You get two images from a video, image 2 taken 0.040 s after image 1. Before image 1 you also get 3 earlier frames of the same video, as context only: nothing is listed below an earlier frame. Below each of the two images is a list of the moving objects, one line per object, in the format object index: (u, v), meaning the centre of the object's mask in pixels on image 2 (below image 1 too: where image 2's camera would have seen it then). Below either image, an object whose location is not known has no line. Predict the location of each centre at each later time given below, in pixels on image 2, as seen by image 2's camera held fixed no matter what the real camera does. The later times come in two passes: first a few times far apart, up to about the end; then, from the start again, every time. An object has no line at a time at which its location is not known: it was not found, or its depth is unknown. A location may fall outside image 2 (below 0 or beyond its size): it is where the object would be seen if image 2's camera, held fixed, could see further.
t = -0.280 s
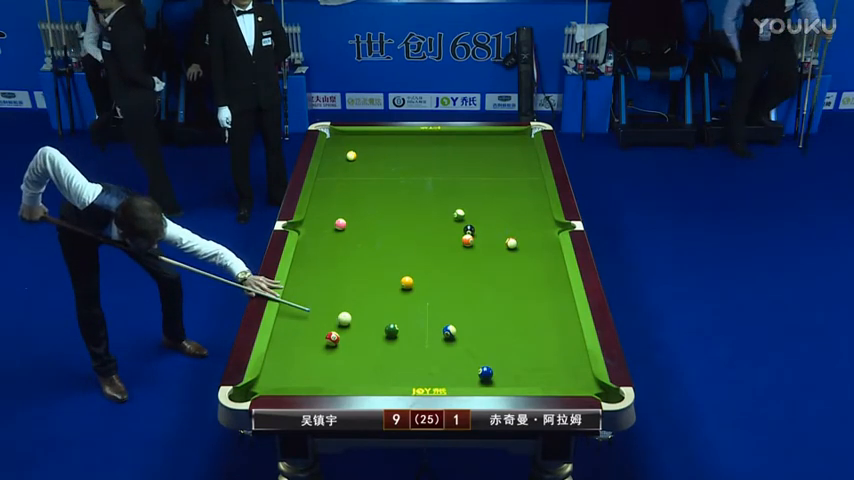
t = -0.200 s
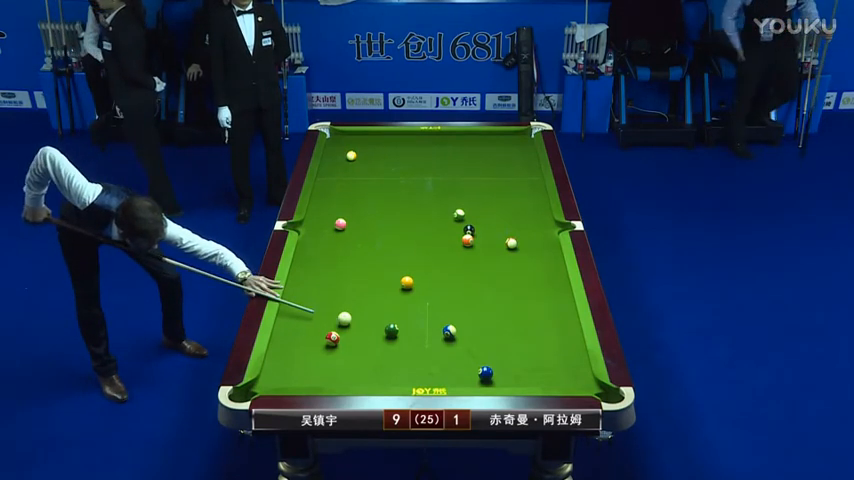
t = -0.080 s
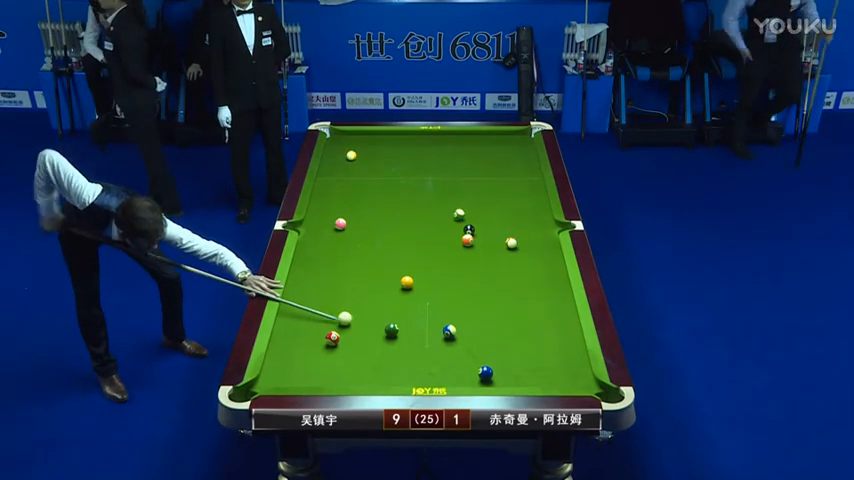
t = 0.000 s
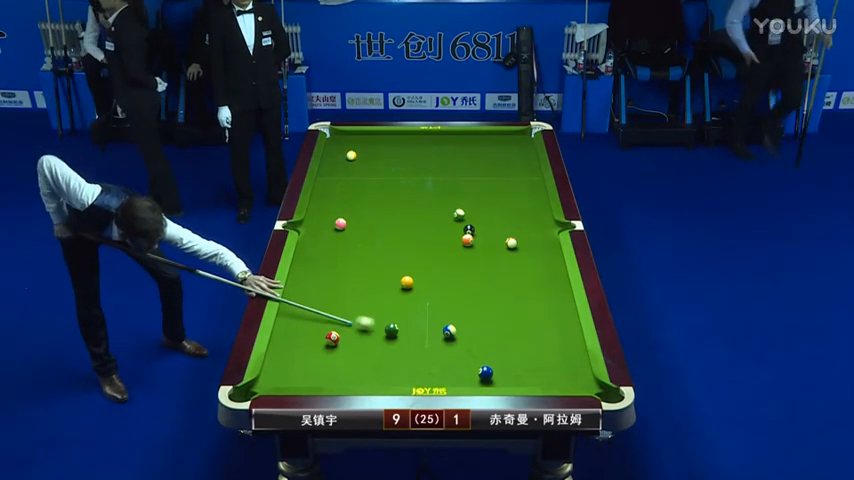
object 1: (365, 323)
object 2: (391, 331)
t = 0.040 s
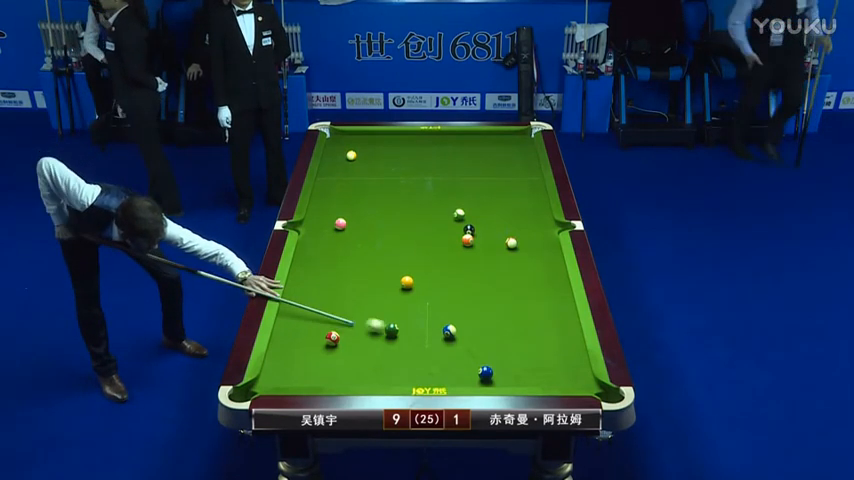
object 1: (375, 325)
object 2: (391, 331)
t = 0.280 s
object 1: (375, 323)
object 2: (439, 344)
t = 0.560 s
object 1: (369, 320)
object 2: (495, 360)
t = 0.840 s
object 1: (364, 318)
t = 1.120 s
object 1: (361, 316)
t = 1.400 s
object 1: (358, 314)
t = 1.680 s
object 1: (356, 314)
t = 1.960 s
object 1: (355, 313)
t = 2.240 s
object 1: (355, 313)
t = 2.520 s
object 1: (355, 313)
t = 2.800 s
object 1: (355, 313)
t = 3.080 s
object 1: (355, 313)
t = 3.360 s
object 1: (355, 313)
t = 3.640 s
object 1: (355, 313)
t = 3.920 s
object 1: (355, 313)
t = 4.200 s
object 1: (355, 313)
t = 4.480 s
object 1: (355, 313)
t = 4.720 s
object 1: (355, 313)
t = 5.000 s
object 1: (355, 313)
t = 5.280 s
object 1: (355, 313)
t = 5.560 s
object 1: (355, 313)
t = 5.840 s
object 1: (355, 313)
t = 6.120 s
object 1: (355, 313)
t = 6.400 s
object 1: (355, 313)
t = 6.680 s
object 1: (355, 313)
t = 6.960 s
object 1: (355, 313)
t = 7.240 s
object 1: (355, 313)
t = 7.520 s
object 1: (355, 313)
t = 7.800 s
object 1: (355, 313)
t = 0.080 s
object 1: (379, 326)
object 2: (398, 333)
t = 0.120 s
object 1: (379, 325)
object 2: (407, 335)
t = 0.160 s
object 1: (378, 325)
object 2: (415, 338)
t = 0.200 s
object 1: (377, 324)
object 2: (423, 340)
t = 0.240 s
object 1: (376, 324)
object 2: (431, 342)
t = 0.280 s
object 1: (375, 323)
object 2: (439, 344)
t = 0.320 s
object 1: (374, 323)
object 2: (447, 347)
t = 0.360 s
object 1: (373, 322)
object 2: (455, 349)
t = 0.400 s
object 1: (372, 322)
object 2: (463, 351)
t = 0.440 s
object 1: (371, 322)
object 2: (471, 354)
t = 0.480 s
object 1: (370, 321)
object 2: (479, 355)
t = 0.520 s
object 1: (370, 321)
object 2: (487, 357)
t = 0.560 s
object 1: (369, 320)
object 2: (495, 360)
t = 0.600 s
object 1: (368, 320)
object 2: (503, 362)
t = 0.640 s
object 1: (367, 319)
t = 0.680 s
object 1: (367, 319)
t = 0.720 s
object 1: (366, 319)
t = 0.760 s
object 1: (366, 318)
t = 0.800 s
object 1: (365, 318)
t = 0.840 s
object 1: (364, 318)
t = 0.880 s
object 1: (364, 317)
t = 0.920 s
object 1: (363, 317)
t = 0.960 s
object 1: (363, 317)
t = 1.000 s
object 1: (362, 317)
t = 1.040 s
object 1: (362, 316)
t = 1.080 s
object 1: (361, 316)
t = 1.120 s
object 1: (361, 316)
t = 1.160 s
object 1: (360, 316)
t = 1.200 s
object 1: (360, 315)
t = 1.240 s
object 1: (359, 315)
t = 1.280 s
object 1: (359, 315)
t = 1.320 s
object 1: (359, 315)
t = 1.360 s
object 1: (358, 315)
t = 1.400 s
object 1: (358, 314)
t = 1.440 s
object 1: (358, 314)
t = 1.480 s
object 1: (358, 314)
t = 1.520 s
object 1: (357, 314)
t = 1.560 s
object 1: (357, 314)
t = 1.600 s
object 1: (357, 314)
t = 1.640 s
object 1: (357, 314)
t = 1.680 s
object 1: (356, 314)
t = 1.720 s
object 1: (356, 314)
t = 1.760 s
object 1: (356, 313)
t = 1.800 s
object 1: (356, 313)
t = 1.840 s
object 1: (356, 313)
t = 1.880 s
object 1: (356, 313)
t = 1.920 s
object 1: (355, 313)
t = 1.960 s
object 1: (355, 313)
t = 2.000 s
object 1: (355, 313)
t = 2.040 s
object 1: (355, 313)
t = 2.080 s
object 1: (355, 313)
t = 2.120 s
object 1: (355, 313)
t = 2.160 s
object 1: (355, 313)
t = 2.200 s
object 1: (355, 313)
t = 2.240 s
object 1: (355, 313)
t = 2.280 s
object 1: (355, 313)
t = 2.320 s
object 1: (355, 313)
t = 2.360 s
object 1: (355, 313)
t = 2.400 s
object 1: (355, 313)
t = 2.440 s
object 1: (355, 313)
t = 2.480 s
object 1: (355, 313)
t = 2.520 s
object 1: (355, 313)
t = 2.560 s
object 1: (355, 313)
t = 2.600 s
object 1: (355, 313)
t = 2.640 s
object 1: (355, 313)
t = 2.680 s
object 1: (355, 313)
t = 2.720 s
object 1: (355, 313)
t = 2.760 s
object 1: (355, 313)
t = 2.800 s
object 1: (355, 313)
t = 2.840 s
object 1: (355, 313)
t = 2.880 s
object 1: (355, 313)
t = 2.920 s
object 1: (355, 313)
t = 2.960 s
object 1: (355, 313)
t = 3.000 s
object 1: (355, 313)
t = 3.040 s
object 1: (355, 313)
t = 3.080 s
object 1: (355, 313)
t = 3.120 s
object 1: (355, 313)
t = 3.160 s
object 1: (355, 313)
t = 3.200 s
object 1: (355, 313)
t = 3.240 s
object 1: (355, 313)
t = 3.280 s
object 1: (355, 313)
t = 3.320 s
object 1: (355, 313)
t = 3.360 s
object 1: (355, 313)
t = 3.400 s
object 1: (355, 313)
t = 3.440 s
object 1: (355, 313)
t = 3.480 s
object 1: (355, 313)
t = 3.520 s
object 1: (355, 313)
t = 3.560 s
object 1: (355, 313)
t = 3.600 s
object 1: (355, 313)
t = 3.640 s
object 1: (355, 313)
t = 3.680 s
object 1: (355, 313)
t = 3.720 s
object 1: (355, 313)
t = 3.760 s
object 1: (355, 313)
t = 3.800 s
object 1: (355, 313)
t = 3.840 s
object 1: (355, 313)
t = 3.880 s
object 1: (355, 314)
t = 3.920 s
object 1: (355, 313)
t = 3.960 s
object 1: (355, 314)
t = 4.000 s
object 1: (355, 313)
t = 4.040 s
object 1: (355, 313)
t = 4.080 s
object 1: (355, 314)
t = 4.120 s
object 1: (355, 313)
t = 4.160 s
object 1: (355, 313)
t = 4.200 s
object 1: (355, 313)
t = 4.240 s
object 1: (355, 313)
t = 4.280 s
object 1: (355, 313)
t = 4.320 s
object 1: (355, 313)
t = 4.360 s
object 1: (355, 313)
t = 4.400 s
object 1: (355, 313)
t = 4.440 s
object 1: (355, 313)
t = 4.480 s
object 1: (355, 313)
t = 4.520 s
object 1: (355, 313)
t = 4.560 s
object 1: (355, 313)
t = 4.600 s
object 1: (355, 313)
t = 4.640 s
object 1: (355, 313)
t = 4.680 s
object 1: (355, 313)
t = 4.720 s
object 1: (355, 313)
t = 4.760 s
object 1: (355, 313)
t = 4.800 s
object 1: (355, 313)
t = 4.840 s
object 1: (355, 313)
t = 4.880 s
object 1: (355, 313)
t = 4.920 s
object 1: (355, 313)
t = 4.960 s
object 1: (355, 313)
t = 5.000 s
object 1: (355, 313)
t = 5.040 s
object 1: (355, 313)
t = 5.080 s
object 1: (355, 313)
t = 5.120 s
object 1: (355, 313)
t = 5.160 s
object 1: (355, 313)
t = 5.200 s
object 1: (355, 313)
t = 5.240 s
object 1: (355, 313)
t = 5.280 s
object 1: (355, 313)
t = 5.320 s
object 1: (355, 313)
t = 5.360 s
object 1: (355, 313)
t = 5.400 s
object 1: (355, 313)
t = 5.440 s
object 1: (355, 313)
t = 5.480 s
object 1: (355, 313)
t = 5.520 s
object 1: (355, 313)
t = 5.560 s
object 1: (355, 313)
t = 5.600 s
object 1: (355, 313)
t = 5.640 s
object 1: (355, 313)
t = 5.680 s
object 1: (355, 313)
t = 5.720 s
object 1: (355, 313)
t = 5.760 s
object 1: (355, 313)
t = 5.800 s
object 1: (355, 313)
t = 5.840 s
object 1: (355, 313)
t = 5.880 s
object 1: (355, 313)
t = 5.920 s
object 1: (355, 313)
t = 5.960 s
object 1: (355, 313)
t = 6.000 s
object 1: (355, 313)
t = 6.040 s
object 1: (355, 313)
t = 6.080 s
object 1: (355, 313)
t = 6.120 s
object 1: (355, 313)
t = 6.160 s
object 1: (355, 313)
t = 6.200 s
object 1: (355, 313)
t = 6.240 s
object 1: (355, 313)
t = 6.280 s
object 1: (355, 313)
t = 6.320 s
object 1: (355, 313)
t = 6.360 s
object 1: (355, 313)
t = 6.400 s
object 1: (355, 313)
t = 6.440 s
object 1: (355, 313)
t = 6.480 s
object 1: (355, 313)
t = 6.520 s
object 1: (355, 313)
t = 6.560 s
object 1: (355, 313)
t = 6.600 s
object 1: (355, 313)
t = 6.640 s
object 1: (355, 313)
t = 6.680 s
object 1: (355, 313)
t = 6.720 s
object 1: (355, 313)
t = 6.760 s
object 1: (355, 313)
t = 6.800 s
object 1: (355, 313)
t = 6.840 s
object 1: (355, 313)
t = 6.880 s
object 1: (355, 313)
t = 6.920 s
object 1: (355, 313)
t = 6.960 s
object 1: (355, 313)
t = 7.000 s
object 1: (355, 313)
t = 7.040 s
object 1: (355, 313)
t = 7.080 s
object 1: (355, 313)
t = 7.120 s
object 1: (355, 313)
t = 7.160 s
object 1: (355, 313)
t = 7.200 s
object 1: (355, 313)
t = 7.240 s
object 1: (355, 313)
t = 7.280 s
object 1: (355, 313)
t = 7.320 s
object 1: (355, 313)
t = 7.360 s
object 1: (355, 313)
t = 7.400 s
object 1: (355, 313)
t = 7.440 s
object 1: (355, 313)
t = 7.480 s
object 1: (355, 313)
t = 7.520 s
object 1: (355, 313)
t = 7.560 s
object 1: (355, 313)
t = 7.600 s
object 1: (355, 313)
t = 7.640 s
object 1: (355, 314)
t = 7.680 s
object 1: (355, 313)
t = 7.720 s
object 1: (355, 313)
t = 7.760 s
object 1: (355, 313)
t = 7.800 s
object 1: (355, 313)
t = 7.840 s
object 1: (355, 313)
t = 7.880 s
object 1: (355, 314)
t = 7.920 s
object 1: (355, 313)
